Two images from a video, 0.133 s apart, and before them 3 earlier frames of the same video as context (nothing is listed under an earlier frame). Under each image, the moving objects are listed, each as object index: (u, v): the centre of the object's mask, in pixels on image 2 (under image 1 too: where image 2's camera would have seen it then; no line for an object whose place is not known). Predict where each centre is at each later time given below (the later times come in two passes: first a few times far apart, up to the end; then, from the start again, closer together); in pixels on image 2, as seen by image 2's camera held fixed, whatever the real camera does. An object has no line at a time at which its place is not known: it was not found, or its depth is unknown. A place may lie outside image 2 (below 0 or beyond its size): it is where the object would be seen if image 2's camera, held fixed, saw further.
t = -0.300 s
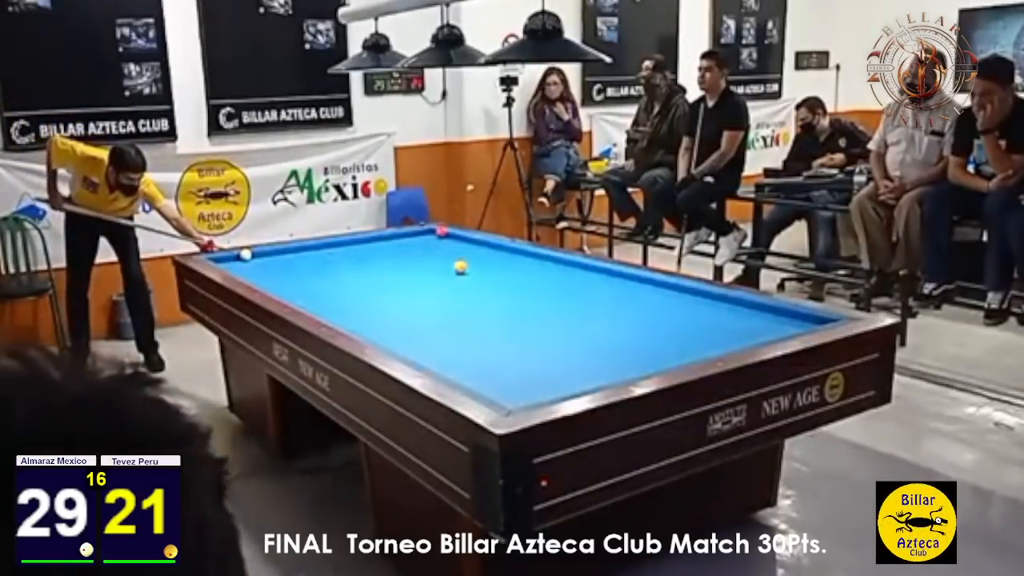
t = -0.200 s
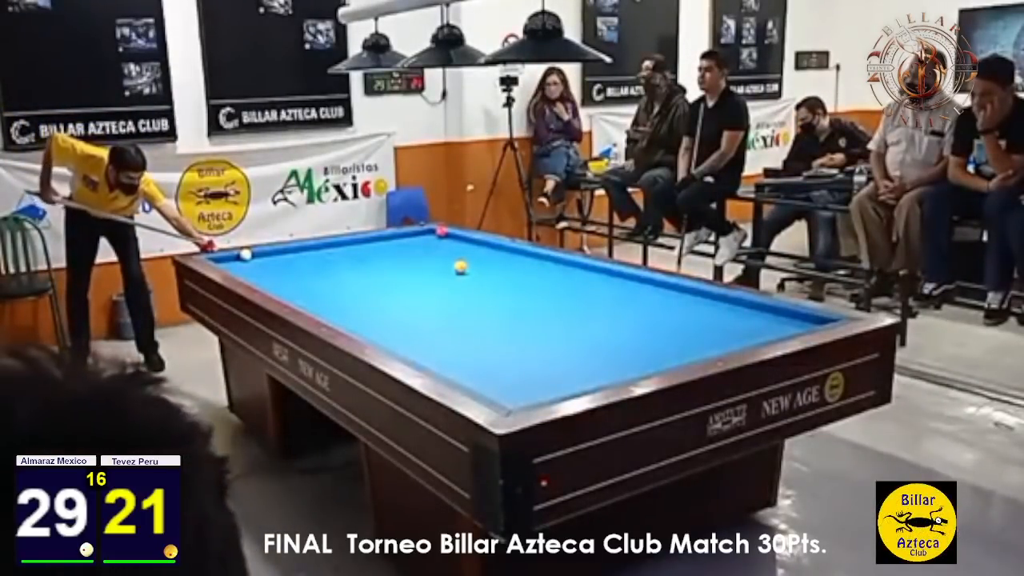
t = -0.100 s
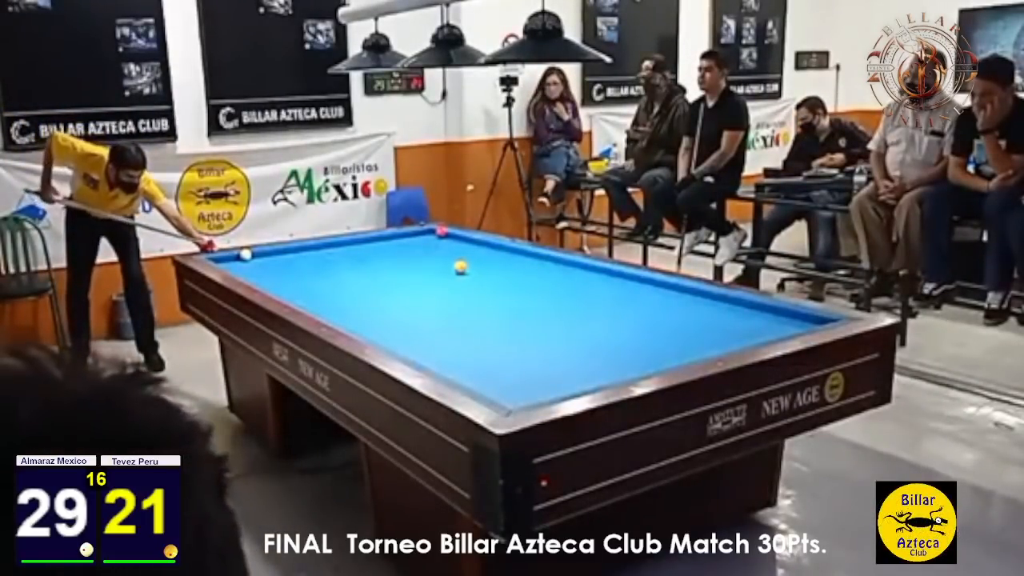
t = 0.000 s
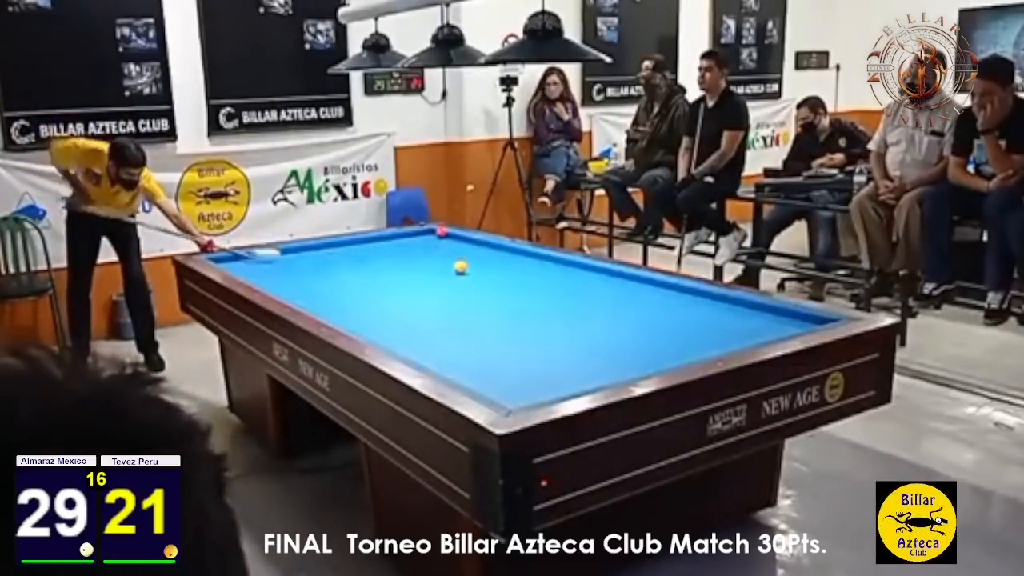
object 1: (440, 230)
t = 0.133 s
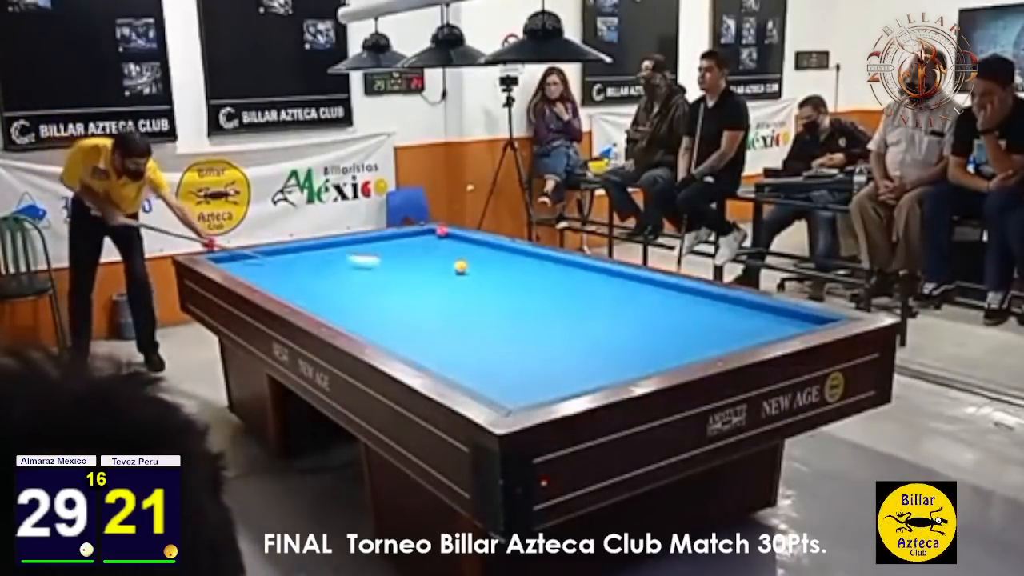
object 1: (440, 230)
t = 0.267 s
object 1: (440, 230)
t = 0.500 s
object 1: (440, 230)
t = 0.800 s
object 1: (440, 230)
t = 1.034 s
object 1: (440, 230)
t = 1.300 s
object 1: (440, 230)
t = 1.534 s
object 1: (440, 230)
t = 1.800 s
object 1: (440, 230)
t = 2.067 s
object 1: (440, 230)
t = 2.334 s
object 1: (440, 230)
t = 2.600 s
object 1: (441, 230)
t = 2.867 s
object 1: (440, 230)
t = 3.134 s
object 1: (440, 230)
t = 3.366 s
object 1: (440, 230)
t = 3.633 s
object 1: (441, 230)
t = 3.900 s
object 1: (441, 230)
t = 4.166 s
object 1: (441, 230)
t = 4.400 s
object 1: (438, 229)
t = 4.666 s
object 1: (435, 230)
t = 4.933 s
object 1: (432, 230)
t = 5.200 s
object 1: (429, 230)
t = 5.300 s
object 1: (428, 229)
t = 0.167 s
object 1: (440, 230)
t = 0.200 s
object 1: (440, 230)
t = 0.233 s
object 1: (440, 230)
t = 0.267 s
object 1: (440, 230)
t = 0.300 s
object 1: (440, 230)
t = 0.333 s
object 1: (440, 230)
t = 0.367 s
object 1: (440, 230)
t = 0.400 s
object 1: (440, 230)
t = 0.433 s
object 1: (440, 230)
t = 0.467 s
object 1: (440, 230)
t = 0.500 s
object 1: (440, 230)
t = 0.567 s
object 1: (440, 230)
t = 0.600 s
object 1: (440, 230)
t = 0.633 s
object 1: (440, 230)
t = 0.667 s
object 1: (440, 230)
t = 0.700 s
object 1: (440, 230)
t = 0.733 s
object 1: (440, 230)
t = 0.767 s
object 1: (440, 230)
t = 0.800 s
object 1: (440, 230)
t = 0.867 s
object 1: (440, 230)
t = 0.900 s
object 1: (440, 230)
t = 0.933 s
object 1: (440, 230)
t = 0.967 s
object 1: (440, 230)
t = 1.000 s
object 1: (440, 230)
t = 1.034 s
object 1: (440, 230)
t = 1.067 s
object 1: (440, 230)
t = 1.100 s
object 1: (441, 230)
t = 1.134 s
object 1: (440, 230)
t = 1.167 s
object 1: (440, 230)
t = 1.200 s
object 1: (440, 230)
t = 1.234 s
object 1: (440, 230)
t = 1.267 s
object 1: (441, 230)
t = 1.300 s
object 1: (440, 230)
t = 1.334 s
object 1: (441, 230)
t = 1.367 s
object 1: (440, 230)
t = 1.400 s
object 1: (440, 230)
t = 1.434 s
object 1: (440, 230)
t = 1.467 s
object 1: (440, 230)
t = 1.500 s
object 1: (440, 230)
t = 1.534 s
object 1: (440, 230)
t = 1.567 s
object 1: (440, 230)
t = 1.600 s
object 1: (440, 230)
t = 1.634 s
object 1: (440, 230)
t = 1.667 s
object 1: (440, 230)
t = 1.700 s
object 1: (440, 230)
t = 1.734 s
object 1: (440, 230)
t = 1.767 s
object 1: (440, 230)
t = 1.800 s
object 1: (440, 230)
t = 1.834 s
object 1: (440, 230)
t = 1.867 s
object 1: (440, 230)
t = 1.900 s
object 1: (440, 230)
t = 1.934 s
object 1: (440, 230)
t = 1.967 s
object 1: (440, 230)
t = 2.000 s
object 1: (440, 230)
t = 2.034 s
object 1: (440, 230)
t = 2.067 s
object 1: (440, 230)
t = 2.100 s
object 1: (440, 230)
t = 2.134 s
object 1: (440, 230)
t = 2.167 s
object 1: (440, 230)
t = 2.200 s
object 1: (440, 230)
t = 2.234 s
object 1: (440, 230)
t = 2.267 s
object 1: (440, 230)
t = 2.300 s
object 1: (440, 230)
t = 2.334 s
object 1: (440, 230)
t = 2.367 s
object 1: (440, 230)
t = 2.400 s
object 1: (440, 230)
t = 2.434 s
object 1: (440, 230)
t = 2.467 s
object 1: (440, 230)
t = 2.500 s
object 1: (440, 230)
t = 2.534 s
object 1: (440, 230)
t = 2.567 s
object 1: (440, 230)
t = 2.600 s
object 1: (441, 230)
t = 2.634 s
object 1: (441, 230)
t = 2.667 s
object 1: (440, 230)
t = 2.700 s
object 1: (440, 230)
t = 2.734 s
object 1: (440, 230)
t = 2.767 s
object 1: (440, 230)
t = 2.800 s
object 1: (440, 230)
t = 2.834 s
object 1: (440, 230)
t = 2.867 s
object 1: (440, 230)
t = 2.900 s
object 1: (440, 230)
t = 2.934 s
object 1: (440, 230)
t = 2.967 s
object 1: (440, 230)
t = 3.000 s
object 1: (440, 230)
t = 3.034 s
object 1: (440, 230)
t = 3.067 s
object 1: (440, 230)
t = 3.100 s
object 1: (440, 230)
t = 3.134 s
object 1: (440, 230)
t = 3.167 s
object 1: (440, 230)
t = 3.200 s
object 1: (440, 230)
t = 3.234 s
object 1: (440, 230)
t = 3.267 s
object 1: (440, 230)
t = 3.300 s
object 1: (440, 230)
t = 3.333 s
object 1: (440, 230)
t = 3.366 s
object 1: (440, 230)
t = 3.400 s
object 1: (440, 230)
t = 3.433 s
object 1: (441, 230)
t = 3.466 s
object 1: (440, 230)
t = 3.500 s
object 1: (441, 230)
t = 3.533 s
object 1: (441, 230)
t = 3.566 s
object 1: (441, 230)
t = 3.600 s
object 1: (440, 230)
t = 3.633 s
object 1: (441, 230)
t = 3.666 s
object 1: (440, 230)
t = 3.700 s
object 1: (440, 230)
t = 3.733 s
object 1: (441, 230)
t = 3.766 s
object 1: (440, 230)
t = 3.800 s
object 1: (440, 230)
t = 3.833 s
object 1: (440, 230)
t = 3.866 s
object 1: (440, 230)
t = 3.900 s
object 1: (441, 230)
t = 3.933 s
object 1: (440, 230)
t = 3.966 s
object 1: (440, 230)
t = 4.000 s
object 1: (441, 230)
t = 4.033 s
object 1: (440, 230)
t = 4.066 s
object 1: (441, 230)
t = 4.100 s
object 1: (441, 230)
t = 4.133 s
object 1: (441, 230)
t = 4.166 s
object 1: (441, 230)
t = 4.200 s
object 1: (442, 230)
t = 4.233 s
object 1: (441, 229)
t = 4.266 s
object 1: (441, 229)
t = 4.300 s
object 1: (441, 229)
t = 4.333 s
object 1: (440, 228)
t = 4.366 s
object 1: (439, 228)
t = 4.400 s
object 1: (438, 229)
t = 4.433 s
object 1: (437, 229)
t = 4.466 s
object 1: (437, 229)
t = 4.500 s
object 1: (436, 230)
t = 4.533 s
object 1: (436, 230)
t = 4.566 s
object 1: (435, 230)
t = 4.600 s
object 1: (436, 230)
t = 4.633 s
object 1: (435, 230)
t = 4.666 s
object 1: (435, 230)
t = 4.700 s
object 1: (435, 230)
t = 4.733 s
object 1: (434, 230)
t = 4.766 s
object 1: (434, 230)
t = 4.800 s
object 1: (434, 230)
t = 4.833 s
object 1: (433, 230)
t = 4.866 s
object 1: (432, 230)
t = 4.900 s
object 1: (432, 230)
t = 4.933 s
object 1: (432, 230)
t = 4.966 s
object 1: (431, 229)
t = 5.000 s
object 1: (431, 229)
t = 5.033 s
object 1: (430, 230)
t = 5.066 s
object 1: (430, 230)
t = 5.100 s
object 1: (430, 230)
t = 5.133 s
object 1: (429, 230)
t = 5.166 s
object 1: (429, 230)
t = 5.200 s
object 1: (429, 230)
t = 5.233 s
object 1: (429, 230)
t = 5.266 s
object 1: (428, 230)
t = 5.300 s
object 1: (428, 229)
